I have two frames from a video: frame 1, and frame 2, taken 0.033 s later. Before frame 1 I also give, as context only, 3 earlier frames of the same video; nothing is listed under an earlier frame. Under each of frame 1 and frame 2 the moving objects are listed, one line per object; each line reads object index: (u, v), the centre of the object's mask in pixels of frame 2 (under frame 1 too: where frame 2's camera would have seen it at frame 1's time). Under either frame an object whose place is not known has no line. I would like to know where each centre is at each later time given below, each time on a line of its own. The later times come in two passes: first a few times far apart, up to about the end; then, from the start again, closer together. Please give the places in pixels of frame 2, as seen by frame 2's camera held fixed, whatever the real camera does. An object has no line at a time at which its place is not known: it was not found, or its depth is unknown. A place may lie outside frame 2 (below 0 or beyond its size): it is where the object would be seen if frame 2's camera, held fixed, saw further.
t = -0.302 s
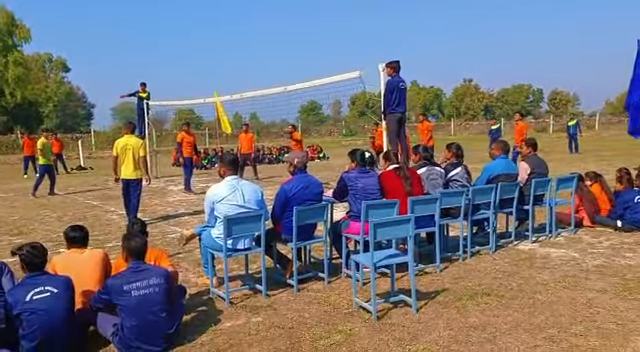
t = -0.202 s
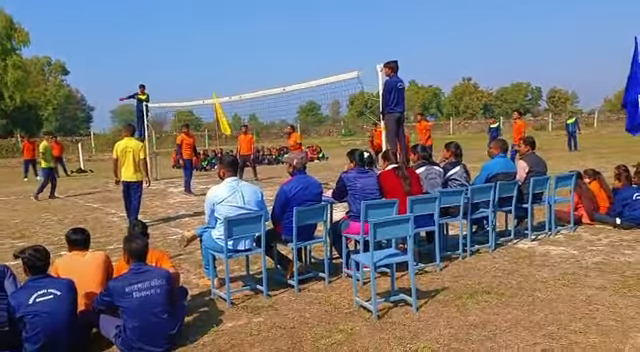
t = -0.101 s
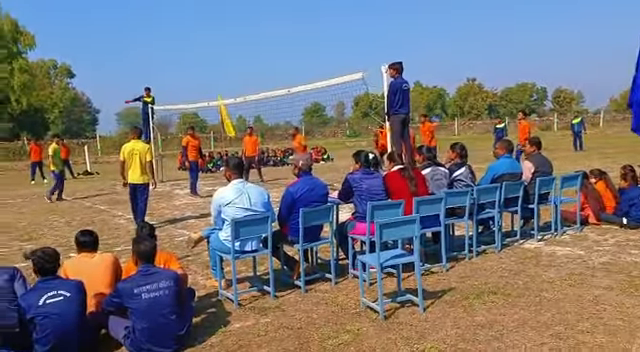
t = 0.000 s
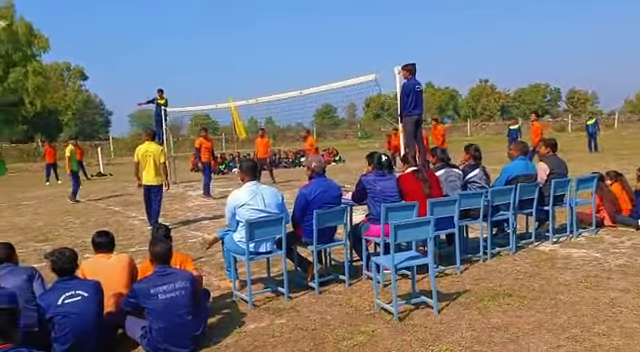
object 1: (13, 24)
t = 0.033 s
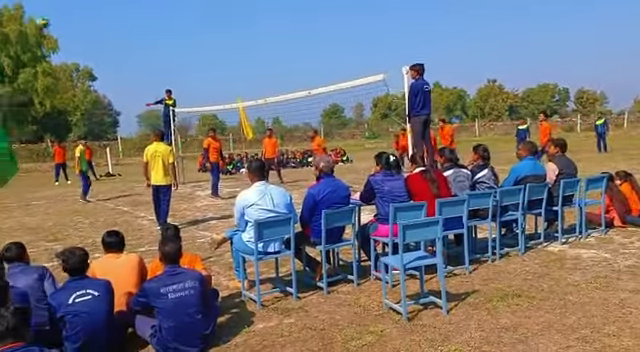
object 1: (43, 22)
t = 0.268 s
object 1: (214, 13)
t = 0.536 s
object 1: (362, 35)
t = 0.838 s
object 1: (492, 80)
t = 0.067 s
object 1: (71, 19)
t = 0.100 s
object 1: (97, 18)
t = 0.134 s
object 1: (122, 16)
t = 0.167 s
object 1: (147, 14)
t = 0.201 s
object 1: (169, 14)
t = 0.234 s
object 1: (192, 14)
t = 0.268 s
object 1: (214, 13)
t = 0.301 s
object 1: (234, 15)
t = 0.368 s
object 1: (275, 19)
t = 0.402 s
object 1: (293, 21)
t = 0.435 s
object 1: (312, 23)
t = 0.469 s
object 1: (329, 27)
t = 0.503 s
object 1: (346, 31)
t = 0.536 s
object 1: (362, 35)
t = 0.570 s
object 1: (377, 39)
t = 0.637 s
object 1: (406, 47)
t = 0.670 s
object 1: (421, 51)
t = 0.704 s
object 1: (436, 57)
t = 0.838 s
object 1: (492, 80)
